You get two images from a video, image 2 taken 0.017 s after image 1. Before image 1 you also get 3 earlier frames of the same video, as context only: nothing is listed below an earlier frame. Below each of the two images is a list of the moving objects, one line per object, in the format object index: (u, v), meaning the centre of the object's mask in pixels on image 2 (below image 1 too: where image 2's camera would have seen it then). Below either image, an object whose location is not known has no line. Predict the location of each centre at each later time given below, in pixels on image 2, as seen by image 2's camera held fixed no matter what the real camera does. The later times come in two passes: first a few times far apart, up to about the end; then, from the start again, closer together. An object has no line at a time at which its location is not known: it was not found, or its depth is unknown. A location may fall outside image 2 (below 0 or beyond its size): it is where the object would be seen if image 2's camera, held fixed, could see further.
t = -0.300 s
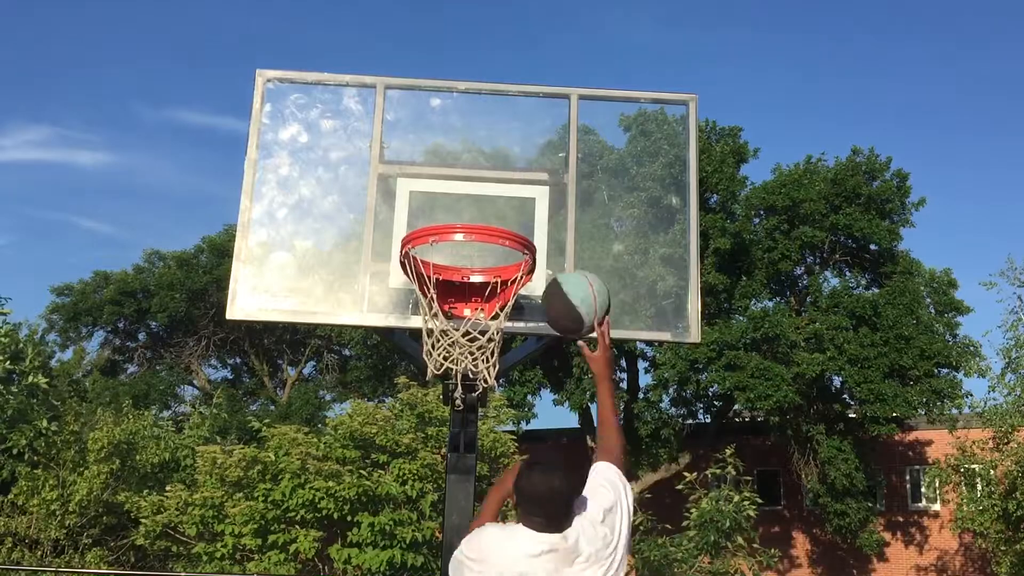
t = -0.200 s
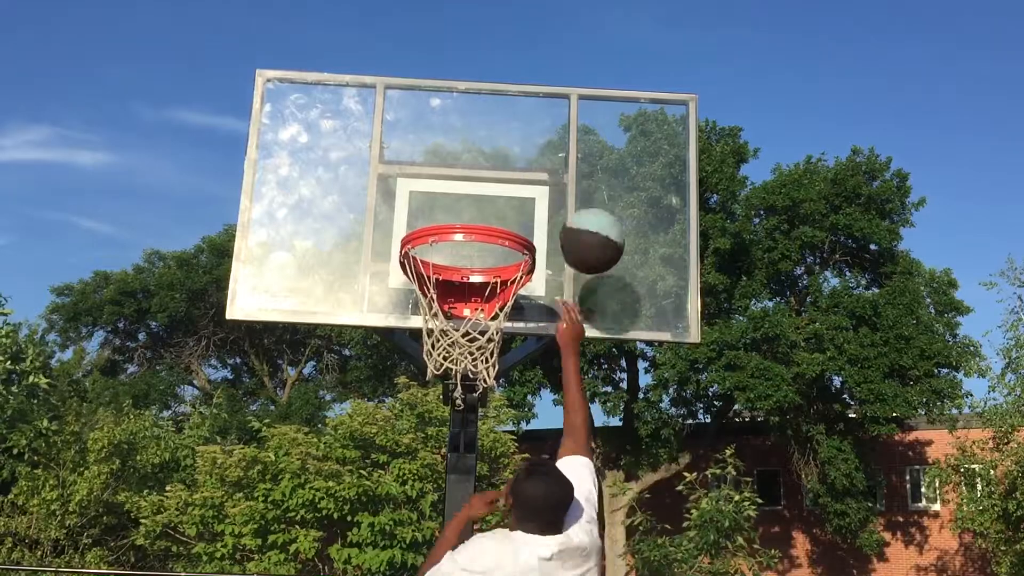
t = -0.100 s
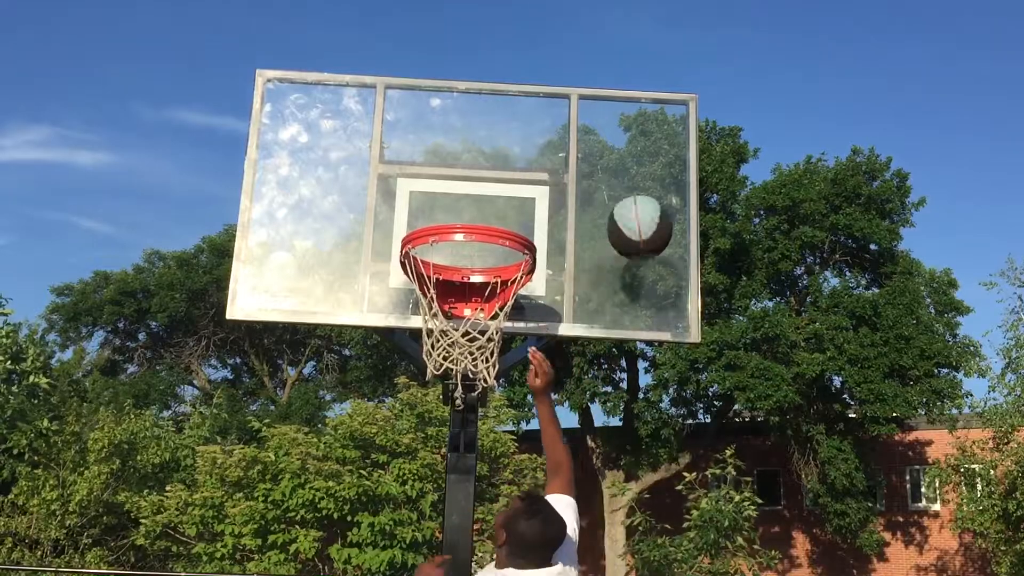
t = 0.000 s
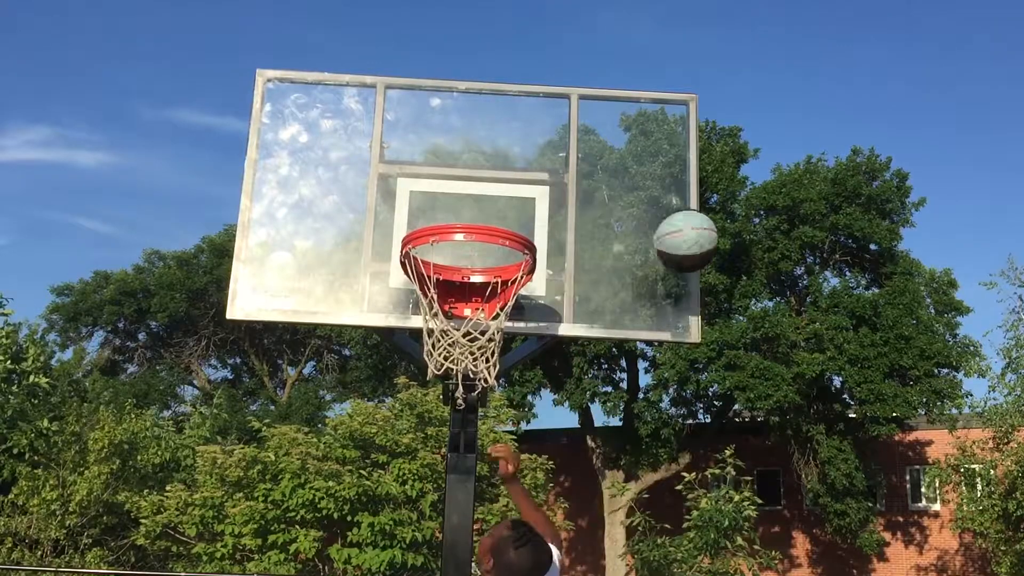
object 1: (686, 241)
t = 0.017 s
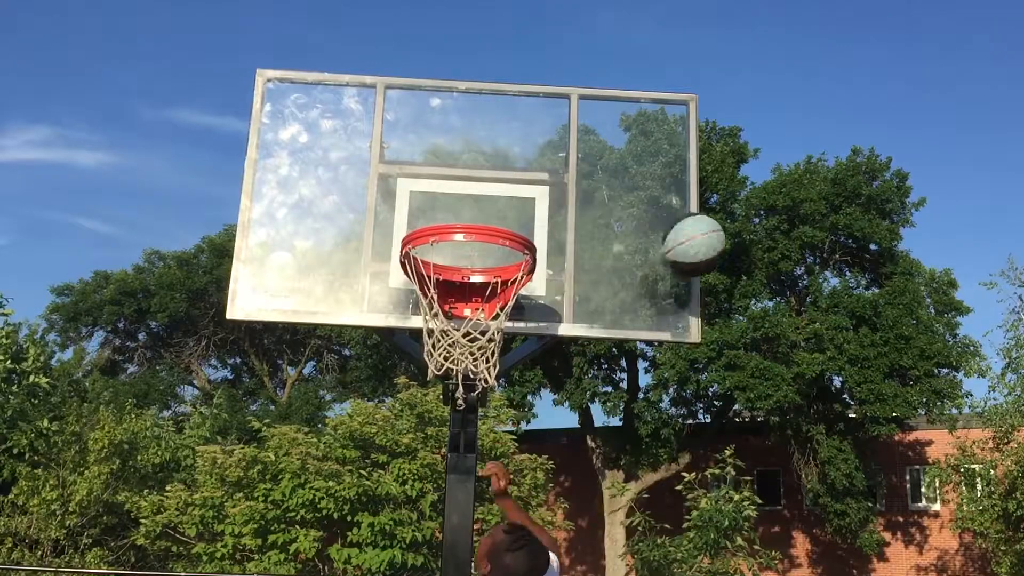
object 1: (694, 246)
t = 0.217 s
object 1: (786, 349)
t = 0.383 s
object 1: (869, 521)
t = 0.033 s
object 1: (700, 250)
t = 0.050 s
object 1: (709, 254)
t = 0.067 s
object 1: (715, 260)
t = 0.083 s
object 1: (724, 267)
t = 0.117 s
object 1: (740, 285)
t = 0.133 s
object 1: (748, 294)
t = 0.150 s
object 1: (756, 304)
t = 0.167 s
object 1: (763, 314)
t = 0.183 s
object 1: (771, 326)
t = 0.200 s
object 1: (781, 337)
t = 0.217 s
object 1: (786, 349)
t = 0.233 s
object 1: (795, 363)
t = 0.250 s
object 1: (803, 378)
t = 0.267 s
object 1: (810, 393)
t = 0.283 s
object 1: (818, 408)
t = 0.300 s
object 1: (826, 425)
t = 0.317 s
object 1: (833, 443)
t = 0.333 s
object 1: (843, 462)
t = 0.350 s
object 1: (851, 482)
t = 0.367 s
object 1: (860, 500)
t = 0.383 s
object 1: (869, 521)
